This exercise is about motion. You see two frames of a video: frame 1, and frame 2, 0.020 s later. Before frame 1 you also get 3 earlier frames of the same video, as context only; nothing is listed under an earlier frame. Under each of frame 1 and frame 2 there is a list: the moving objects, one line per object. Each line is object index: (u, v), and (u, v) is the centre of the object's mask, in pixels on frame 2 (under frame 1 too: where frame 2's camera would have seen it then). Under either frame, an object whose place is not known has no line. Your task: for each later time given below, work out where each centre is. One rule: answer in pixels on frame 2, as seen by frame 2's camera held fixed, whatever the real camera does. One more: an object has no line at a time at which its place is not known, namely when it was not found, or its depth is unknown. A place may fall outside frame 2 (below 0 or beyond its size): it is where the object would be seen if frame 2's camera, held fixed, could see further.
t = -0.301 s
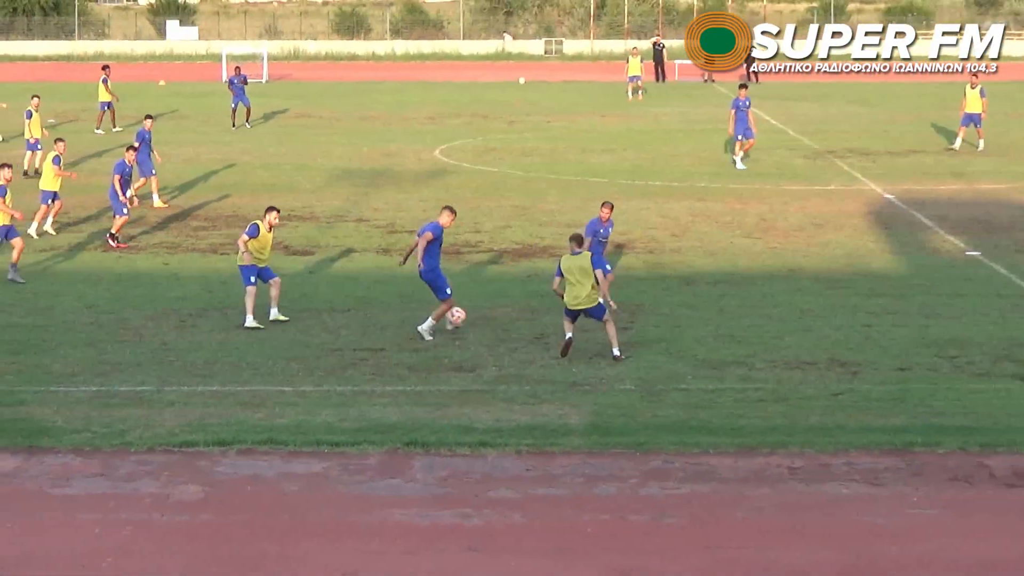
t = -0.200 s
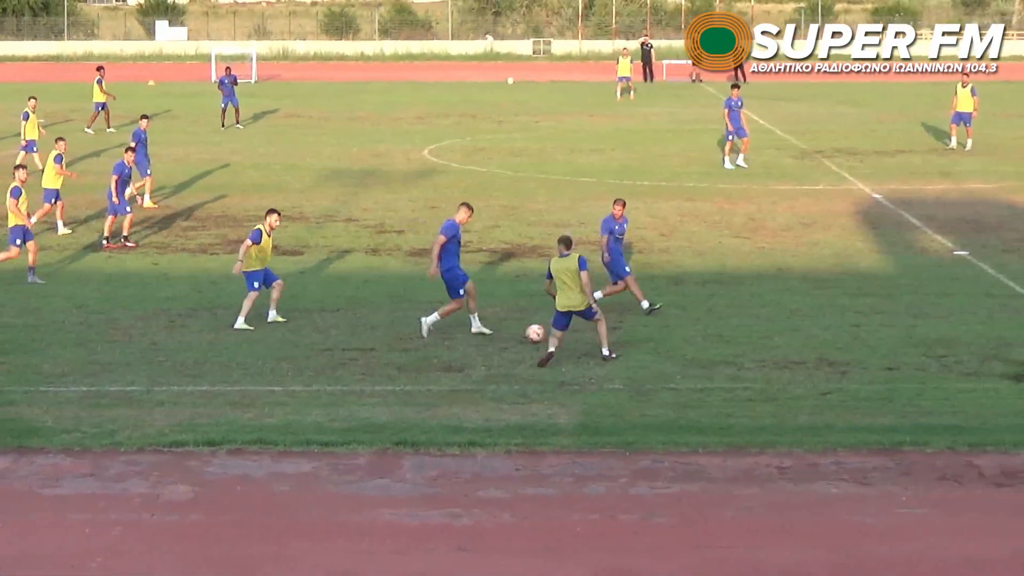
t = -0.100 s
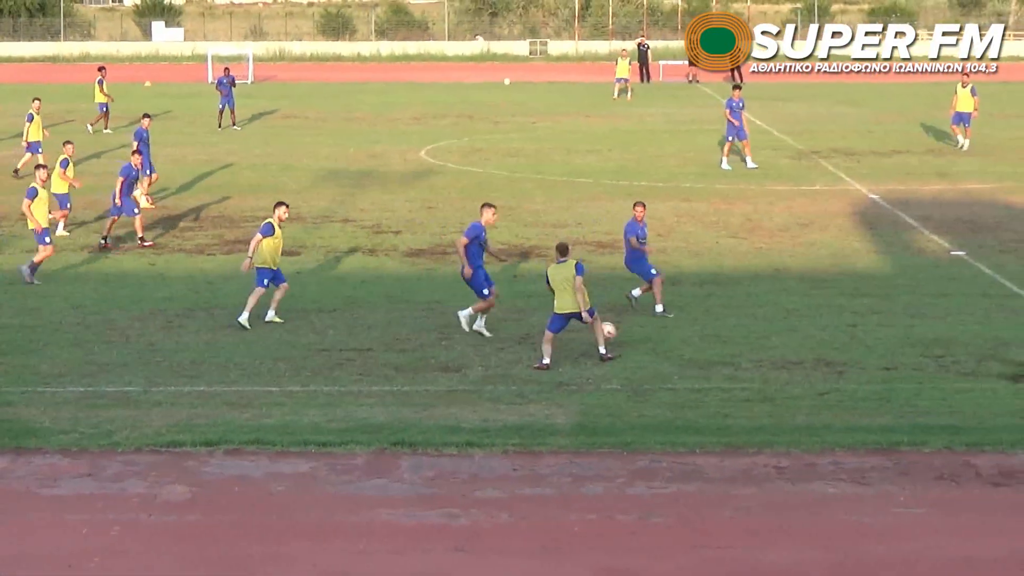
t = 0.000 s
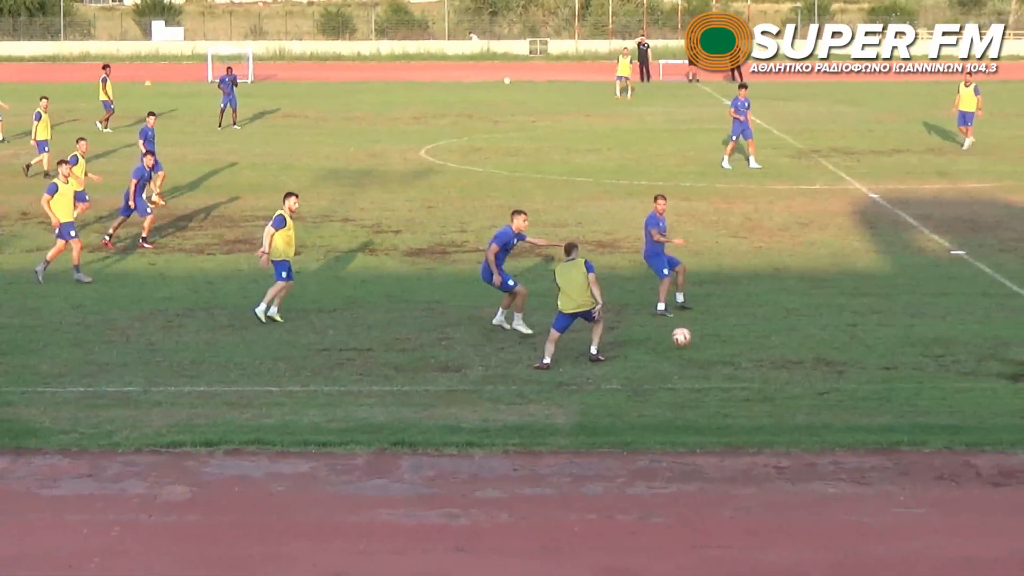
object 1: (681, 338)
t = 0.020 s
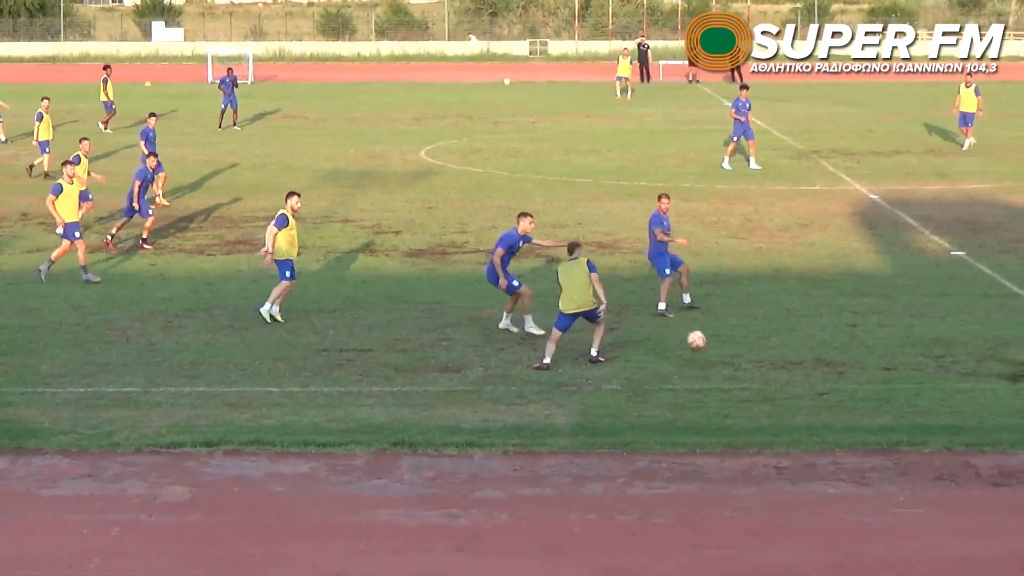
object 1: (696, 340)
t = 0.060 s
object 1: (726, 345)
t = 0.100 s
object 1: (753, 346)
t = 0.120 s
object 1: (766, 346)
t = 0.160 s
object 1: (792, 347)
